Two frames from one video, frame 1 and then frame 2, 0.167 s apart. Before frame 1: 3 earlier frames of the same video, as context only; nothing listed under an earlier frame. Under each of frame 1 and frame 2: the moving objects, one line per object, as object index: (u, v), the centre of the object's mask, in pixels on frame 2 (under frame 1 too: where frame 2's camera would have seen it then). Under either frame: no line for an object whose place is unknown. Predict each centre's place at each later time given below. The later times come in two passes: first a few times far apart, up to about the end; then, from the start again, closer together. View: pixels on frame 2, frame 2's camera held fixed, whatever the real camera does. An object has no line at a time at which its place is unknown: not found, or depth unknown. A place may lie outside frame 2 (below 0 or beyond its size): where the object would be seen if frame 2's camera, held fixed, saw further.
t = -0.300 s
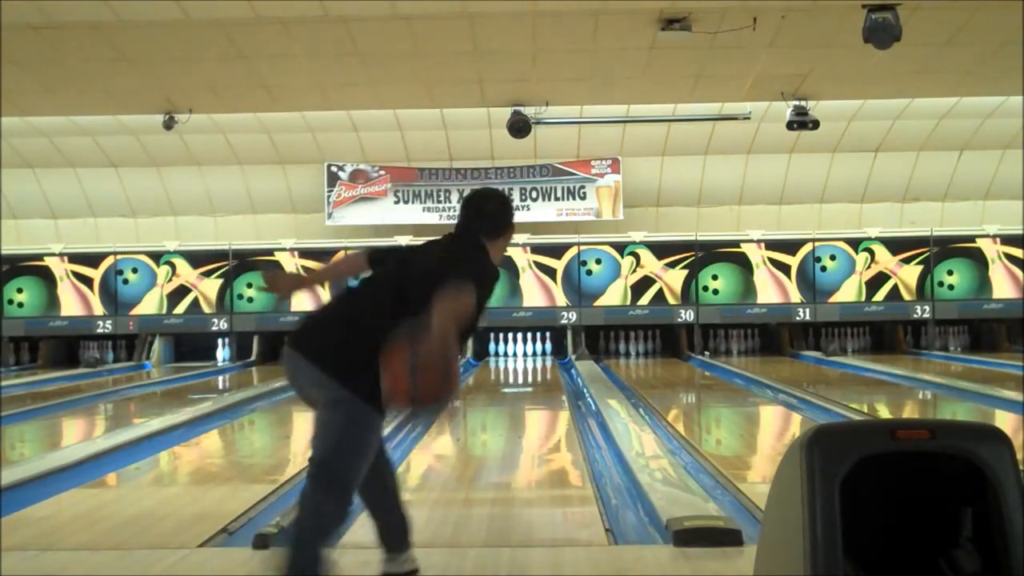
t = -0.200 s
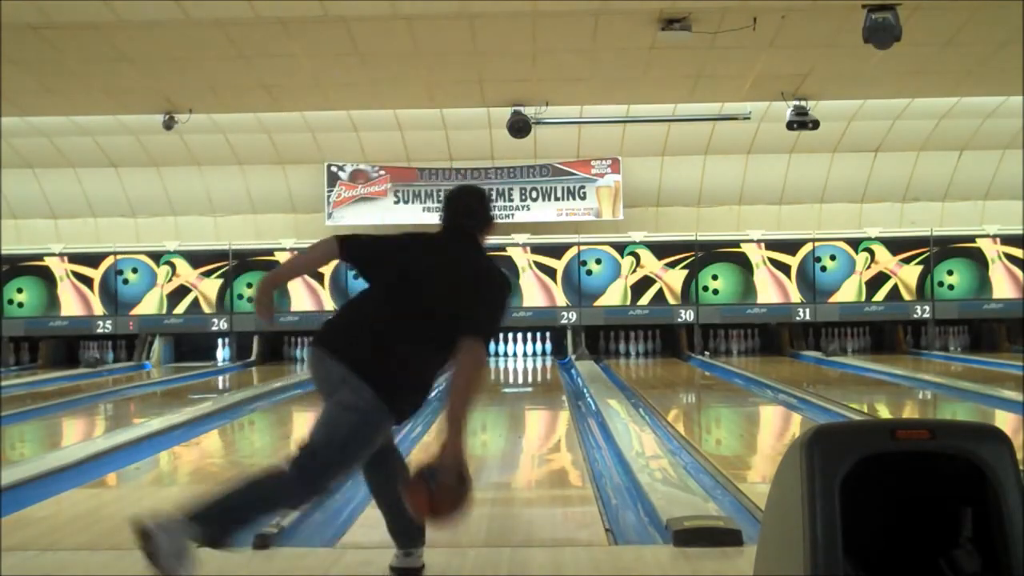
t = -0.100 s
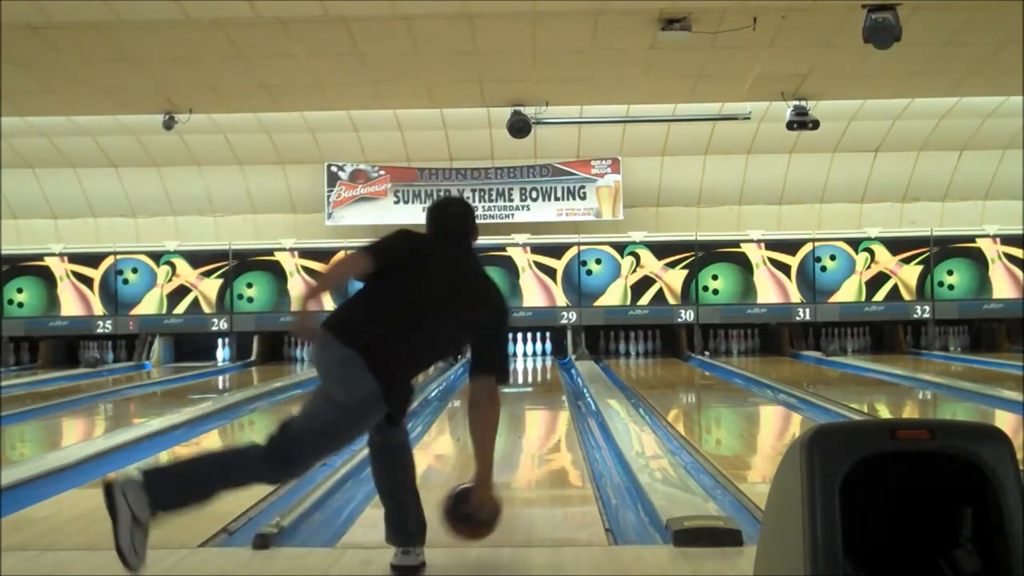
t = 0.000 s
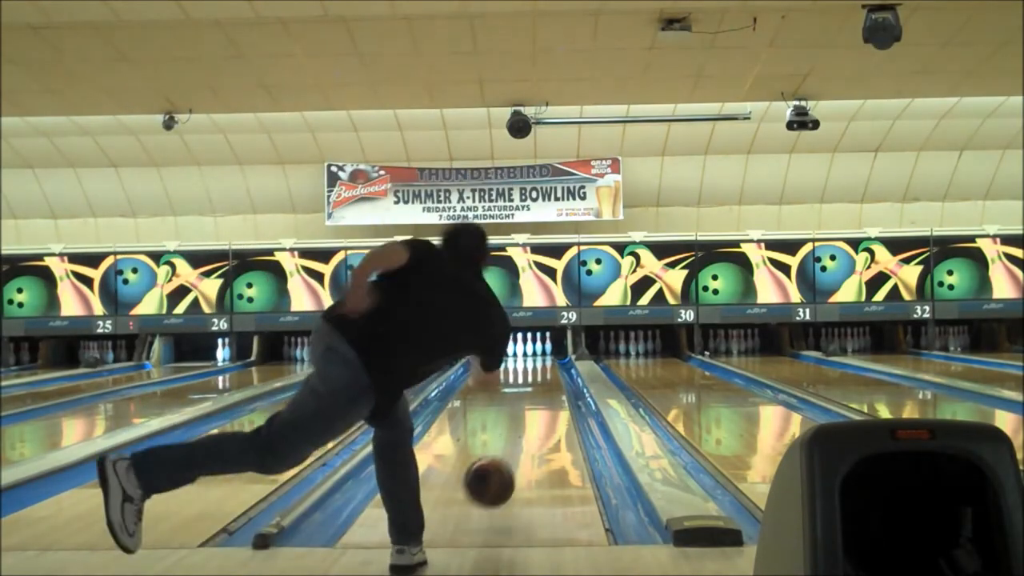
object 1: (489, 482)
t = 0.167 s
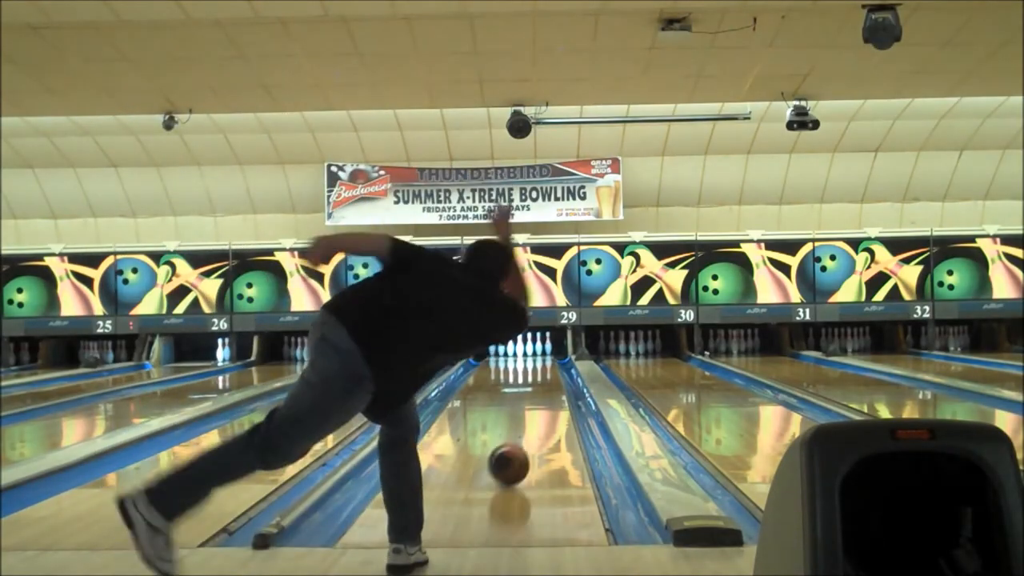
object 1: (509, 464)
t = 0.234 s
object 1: (514, 455)
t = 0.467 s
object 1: (529, 427)
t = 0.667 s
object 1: (537, 407)
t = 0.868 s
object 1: (542, 392)
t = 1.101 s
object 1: (544, 380)
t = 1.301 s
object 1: (544, 378)
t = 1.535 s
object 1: (544, 365)
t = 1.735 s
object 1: (541, 361)
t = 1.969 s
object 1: (534, 356)
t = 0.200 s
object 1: (511, 460)
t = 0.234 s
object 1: (514, 455)
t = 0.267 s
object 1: (517, 450)
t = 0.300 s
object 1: (519, 445)
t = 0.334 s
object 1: (521, 440)
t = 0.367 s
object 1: (523, 436)
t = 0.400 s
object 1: (525, 432)
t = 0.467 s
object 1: (529, 427)
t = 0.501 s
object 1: (533, 421)
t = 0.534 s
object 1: (532, 418)
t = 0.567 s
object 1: (533, 415)
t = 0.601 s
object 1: (534, 412)
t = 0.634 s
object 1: (535, 410)
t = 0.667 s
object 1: (537, 407)
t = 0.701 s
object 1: (538, 403)
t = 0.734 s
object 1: (538, 401)
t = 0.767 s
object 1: (539, 398)
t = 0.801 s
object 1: (540, 397)
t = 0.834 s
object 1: (541, 396)
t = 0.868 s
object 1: (542, 392)
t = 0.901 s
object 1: (542, 390)
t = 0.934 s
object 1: (543, 388)
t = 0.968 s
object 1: (543, 386)
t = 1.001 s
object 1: (543, 385)
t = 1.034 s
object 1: (544, 383)
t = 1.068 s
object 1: (545, 382)
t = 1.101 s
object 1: (544, 380)
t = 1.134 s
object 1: (545, 379)
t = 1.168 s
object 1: (545, 378)
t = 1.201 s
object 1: (545, 377)
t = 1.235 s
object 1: (545, 375)
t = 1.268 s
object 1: (548, 372)
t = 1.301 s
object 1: (544, 378)
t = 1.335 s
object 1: (546, 371)
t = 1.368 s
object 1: (546, 370)
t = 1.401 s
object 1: (545, 369)
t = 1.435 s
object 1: (545, 368)
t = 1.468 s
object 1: (544, 367)
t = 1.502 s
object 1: (544, 367)
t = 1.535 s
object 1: (544, 365)
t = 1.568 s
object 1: (544, 365)
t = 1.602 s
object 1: (543, 364)
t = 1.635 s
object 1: (543, 364)
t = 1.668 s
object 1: (542, 362)
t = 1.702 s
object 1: (542, 362)
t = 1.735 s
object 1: (541, 361)
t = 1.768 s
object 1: (540, 360)
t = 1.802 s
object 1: (539, 359)
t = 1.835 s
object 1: (539, 360)
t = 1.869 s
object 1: (538, 358)
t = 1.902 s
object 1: (536, 357)
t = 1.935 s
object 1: (535, 357)
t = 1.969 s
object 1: (534, 356)
